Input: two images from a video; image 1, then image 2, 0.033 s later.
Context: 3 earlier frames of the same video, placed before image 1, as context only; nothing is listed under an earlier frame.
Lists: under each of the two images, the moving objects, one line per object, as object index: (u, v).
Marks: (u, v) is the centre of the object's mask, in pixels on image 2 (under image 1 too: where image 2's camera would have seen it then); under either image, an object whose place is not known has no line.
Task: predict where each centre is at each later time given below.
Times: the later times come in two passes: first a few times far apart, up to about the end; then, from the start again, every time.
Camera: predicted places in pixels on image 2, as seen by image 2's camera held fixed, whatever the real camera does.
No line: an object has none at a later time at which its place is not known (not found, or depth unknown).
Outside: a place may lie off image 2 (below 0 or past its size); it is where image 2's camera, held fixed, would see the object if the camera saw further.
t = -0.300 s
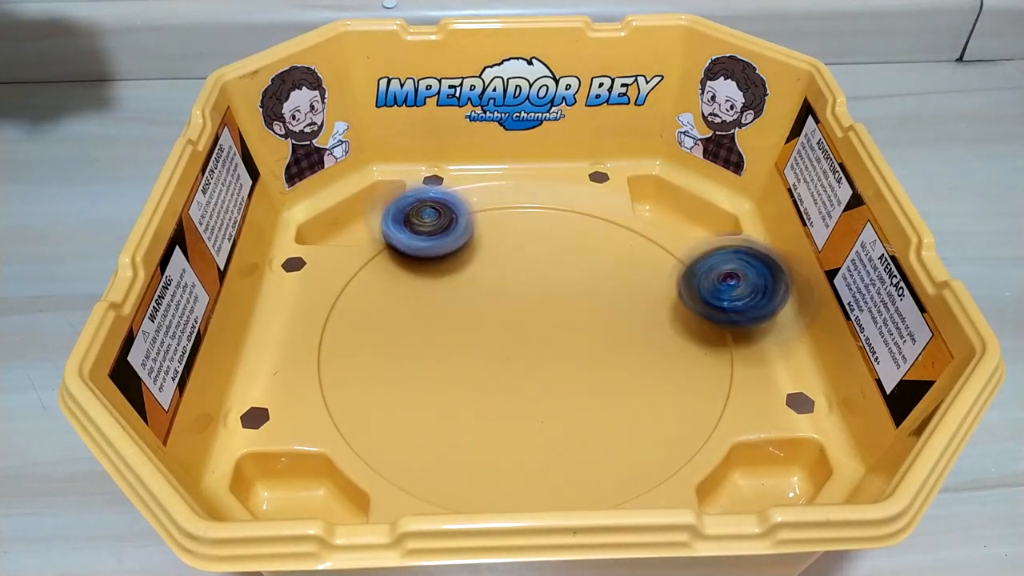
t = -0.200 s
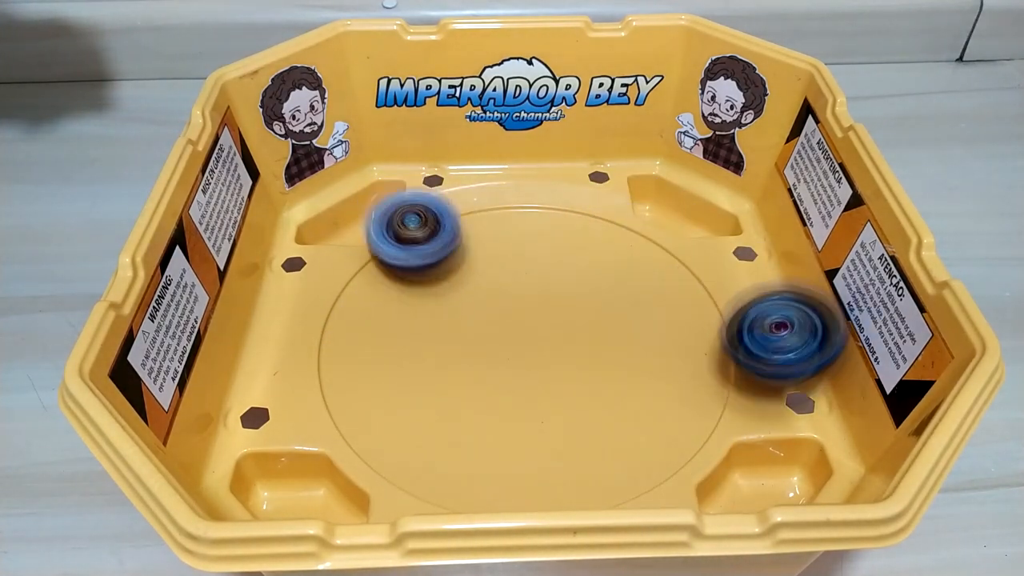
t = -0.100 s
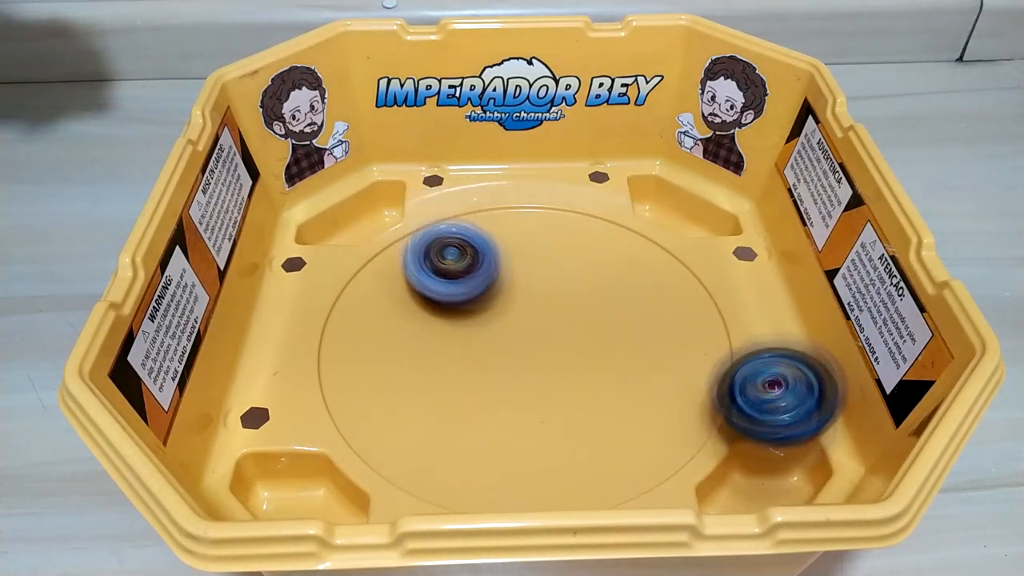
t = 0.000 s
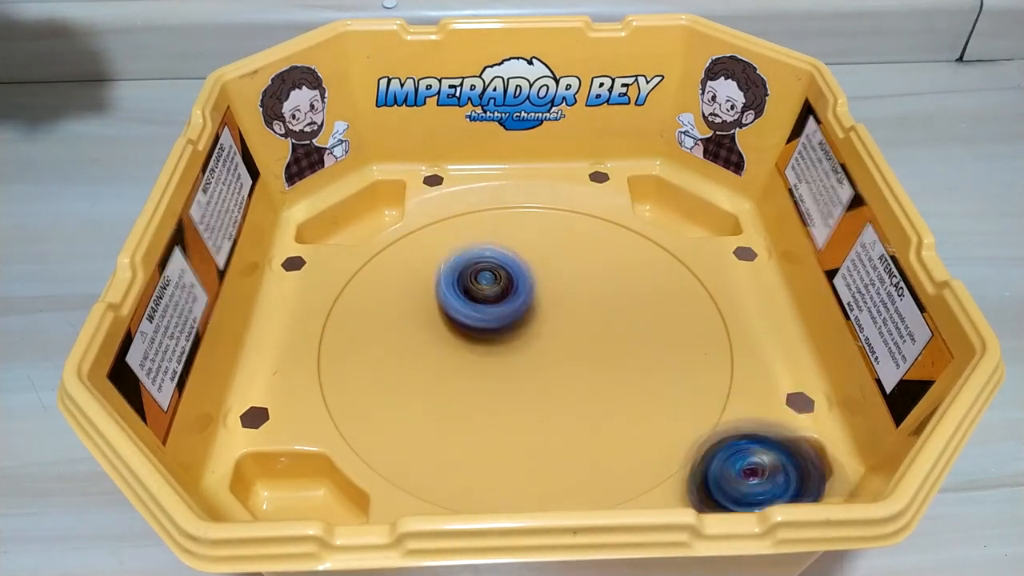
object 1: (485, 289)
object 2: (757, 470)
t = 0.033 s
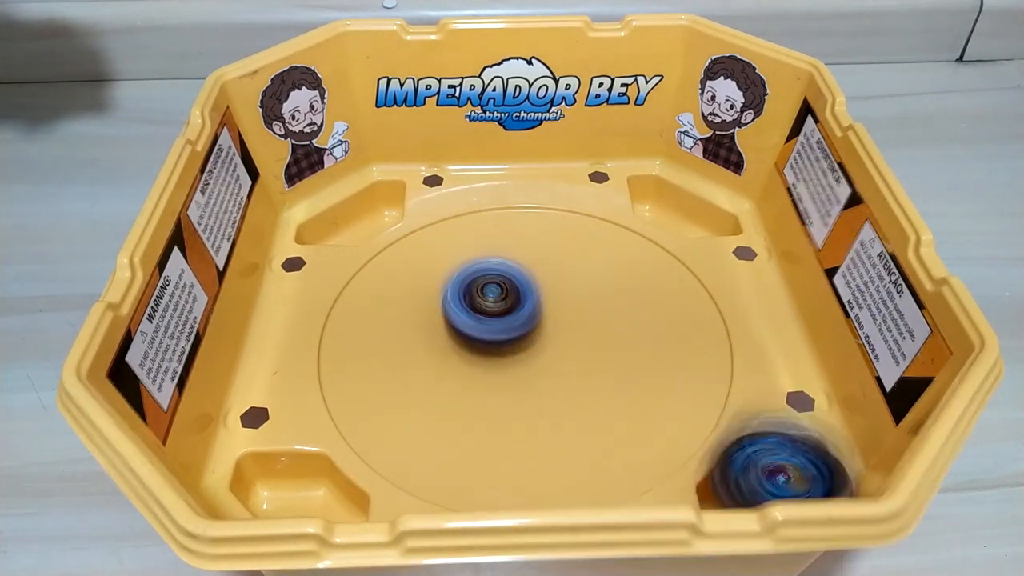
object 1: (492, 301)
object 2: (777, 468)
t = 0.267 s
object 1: (442, 373)
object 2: (698, 403)
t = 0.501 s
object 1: (385, 294)
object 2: (540, 330)
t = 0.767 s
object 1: (465, 167)
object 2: (650, 371)
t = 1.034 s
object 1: (574, 279)
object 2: (635, 358)
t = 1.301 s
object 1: (405, 289)
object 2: (621, 414)
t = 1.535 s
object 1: (431, 225)
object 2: (496, 353)
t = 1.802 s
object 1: (594, 347)
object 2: (420, 315)
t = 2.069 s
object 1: (427, 451)
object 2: (410, 279)
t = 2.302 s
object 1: (395, 325)
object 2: (473, 227)
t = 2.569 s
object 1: (447, 419)
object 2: (593, 240)
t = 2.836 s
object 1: (466, 403)
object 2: (624, 387)
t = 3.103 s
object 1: (532, 344)
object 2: (681, 374)
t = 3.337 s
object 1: (479, 319)
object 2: (638, 214)
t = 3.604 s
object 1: (514, 300)
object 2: (336, 173)
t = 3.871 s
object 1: (572, 407)
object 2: (463, 373)
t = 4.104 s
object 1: (567, 438)
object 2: (594, 333)
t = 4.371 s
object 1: (549, 392)
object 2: (487, 232)
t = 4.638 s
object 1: (605, 402)
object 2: (421, 271)
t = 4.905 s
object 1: (614, 327)
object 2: (525, 347)
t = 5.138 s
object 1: (611, 279)
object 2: (499, 335)
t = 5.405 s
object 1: (549, 262)
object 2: (489, 344)
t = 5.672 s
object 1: (490, 242)
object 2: (500, 362)
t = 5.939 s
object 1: (471, 271)
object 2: (497, 343)
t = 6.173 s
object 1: (452, 301)
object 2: (537, 357)
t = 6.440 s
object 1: (436, 335)
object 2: (545, 366)
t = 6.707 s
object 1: (455, 358)
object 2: (557, 329)
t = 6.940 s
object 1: (480, 374)
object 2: (549, 309)
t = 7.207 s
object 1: (474, 366)
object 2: (549, 315)
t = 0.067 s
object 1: (494, 315)
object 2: (790, 449)
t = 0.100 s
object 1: (496, 329)
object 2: (783, 422)
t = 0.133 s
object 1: (492, 341)
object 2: (772, 413)
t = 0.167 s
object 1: (483, 353)
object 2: (758, 407)
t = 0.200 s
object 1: (472, 364)
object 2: (737, 404)
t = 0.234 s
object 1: (459, 370)
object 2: (718, 405)
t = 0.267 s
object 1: (442, 373)
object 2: (698, 403)
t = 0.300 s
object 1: (425, 373)
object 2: (672, 398)
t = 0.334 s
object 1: (407, 368)
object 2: (644, 388)
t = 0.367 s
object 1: (391, 359)
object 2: (622, 374)
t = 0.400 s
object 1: (379, 347)
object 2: (599, 362)
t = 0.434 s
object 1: (373, 330)
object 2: (578, 350)
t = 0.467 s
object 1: (375, 312)
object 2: (558, 339)
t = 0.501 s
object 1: (385, 294)
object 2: (540, 330)
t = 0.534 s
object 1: (402, 277)
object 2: (524, 321)
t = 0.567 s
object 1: (423, 265)
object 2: (512, 315)
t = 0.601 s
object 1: (420, 238)
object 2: (535, 326)
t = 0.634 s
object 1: (417, 207)
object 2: (566, 343)
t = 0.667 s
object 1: (430, 189)
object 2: (593, 354)
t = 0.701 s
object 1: (445, 183)
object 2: (617, 363)
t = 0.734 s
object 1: (455, 173)
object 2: (636, 367)
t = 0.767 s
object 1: (465, 167)
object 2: (650, 371)
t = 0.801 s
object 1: (478, 159)
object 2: (658, 371)
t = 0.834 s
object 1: (491, 166)
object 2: (660, 370)
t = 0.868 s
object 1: (505, 177)
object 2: (658, 368)
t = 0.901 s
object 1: (522, 196)
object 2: (653, 364)
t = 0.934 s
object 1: (541, 217)
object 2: (645, 358)
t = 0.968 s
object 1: (563, 243)
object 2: (638, 350)
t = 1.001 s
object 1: (577, 267)
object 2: (630, 345)
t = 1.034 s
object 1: (574, 279)
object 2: (635, 358)
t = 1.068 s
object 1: (561, 282)
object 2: (655, 382)
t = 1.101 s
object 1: (543, 289)
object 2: (668, 399)
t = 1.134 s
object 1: (522, 296)
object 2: (678, 414)
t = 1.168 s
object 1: (496, 301)
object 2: (679, 420)
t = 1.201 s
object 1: (470, 303)
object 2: (674, 425)
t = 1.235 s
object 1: (446, 302)
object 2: (660, 425)
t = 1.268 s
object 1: (423, 297)
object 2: (642, 421)
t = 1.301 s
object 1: (405, 289)
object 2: (621, 414)
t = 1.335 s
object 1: (391, 280)
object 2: (602, 407)
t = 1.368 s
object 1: (380, 269)
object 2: (581, 398)
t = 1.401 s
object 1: (377, 257)
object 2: (564, 387)
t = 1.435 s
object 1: (379, 245)
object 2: (543, 381)
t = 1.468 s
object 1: (390, 236)
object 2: (526, 370)
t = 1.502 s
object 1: (407, 227)
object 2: (510, 361)
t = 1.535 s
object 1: (431, 225)
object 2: (496, 353)
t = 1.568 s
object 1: (457, 226)
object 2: (485, 345)
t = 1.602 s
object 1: (484, 236)
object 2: (472, 338)
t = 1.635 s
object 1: (507, 248)
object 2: (464, 331)
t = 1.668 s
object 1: (530, 265)
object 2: (455, 327)
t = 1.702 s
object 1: (552, 282)
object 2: (445, 325)
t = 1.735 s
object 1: (572, 304)
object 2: (437, 322)
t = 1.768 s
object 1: (584, 325)
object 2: (429, 320)
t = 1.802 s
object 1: (594, 347)
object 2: (420, 315)
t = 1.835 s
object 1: (593, 371)
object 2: (415, 312)
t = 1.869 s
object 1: (588, 396)
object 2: (411, 306)
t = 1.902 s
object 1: (573, 420)
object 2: (407, 302)
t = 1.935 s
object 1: (553, 441)
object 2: (404, 298)
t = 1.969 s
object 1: (526, 457)
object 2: (404, 293)
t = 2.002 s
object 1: (490, 466)
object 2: (405, 288)
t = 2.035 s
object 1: (455, 466)
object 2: (407, 284)
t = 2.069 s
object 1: (427, 451)
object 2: (410, 279)
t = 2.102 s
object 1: (402, 430)
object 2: (414, 275)
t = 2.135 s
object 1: (381, 408)
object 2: (419, 271)
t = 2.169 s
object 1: (367, 382)
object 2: (425, 267)
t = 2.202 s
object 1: (366, 358)
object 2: (431, 264)
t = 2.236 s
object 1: (373, 337)
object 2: (440, 260)
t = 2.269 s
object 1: (389, 321)
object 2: (454, 250)
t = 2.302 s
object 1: (395, 325)
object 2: (473, 227)
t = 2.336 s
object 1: (402, 333)
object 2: (494, 209)
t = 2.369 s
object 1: (411, 345)
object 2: (515, 196)
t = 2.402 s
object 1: (421, 356)
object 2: (531, 187)
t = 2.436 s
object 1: (431, 370)
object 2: (547, 186)
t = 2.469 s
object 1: (439, 382)
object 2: (562, 196)
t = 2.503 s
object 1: (444, 396)
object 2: (575, 211)
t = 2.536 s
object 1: (446, 408)
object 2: (586, 225)
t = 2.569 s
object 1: (447, 419)
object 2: (593, 240)
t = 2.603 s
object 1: (445, 427)
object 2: (599, 259)
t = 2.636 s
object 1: (444, 431)
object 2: (605, 280)
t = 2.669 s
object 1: (441, 431)
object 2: (608, 299)
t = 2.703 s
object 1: (440, 430)
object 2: (611, 319)
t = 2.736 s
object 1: (442, 425)
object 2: (614, 337)
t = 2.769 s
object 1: (446, 417)
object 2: (618, 356)
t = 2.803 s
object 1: (455, 410)
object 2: (622, 373)
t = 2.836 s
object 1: (466, 403)
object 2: (624, 387)
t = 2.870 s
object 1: (482, 395)
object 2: (624, 399)
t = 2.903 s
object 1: (499, 388)
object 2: (623, 407)
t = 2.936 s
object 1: (514, 381)
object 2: (631, 412)
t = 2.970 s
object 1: (514, 372)
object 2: (654, 402)
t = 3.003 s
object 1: (515, 364)
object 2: (671, 401)
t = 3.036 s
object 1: (519, 357)
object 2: (688, 397)
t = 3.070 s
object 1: (525, 351)
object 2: (687, 385)
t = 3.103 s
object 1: (532, 344)
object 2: (681, 374)
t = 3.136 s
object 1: (540, 340)
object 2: (671, 357)
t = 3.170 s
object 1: (546, 336)
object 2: (659, 332)
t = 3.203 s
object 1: (539, 335)
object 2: (661, 306)
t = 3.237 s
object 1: (521, 335)
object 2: (666, 277)
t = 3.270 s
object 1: (506, 331)
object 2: (662, 249)
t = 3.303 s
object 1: (491, 325)
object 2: (655, 228)
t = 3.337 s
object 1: (479, 319)
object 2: (638, 214)
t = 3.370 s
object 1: (469, 310)
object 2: (598, 198)
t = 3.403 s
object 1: (461, 299)
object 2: (566, 195)
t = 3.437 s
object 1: (460, 289)
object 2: (541, 196)
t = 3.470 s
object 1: (463, 281)
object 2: (505, 197)
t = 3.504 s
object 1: (468, 276)
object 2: (471, 198)
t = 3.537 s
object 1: (483, 278)
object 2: (418, 183)
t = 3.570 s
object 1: (496, 286)
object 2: (390, 172)
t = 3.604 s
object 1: (514, 300)
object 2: (336, 173)
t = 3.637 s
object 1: (528, 309)
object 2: (310, 201)
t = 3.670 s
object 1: (543, 322)
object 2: (310, 216)
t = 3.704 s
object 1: (556, 336)
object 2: (325, 231)
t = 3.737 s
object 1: (564, 348)
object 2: (342, 260)
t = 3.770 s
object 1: (572, 365)
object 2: (368, 307)
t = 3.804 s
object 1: (574, 379)
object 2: (399, 335)
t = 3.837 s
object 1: (576, 393)
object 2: (439, 360)
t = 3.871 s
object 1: (572, 407)
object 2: (463, 373)
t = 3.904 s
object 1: (578, 419)
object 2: (503, 381)
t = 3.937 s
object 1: (591, 438)
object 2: (527, 376)
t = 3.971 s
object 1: (602, 453)
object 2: (545, 376)
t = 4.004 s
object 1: (606, 460)
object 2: (565, 371)
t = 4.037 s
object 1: (596, 462)
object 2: (579, 362)
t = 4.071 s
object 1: (582, 453)
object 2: (589, 350)
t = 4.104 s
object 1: (567, 438)
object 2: (594, 333)
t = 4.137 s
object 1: (551, 424)
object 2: (590, 320)
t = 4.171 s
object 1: (540, 410)
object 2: (582, 310)
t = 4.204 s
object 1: (532, 394)
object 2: (573, 303)
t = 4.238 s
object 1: (526, 380)
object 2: (560, 297)
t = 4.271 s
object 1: (524, 366)
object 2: (548, 293)
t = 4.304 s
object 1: (528, 365)
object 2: (530, 274)
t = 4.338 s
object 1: (539, 380)
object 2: (508, 249)
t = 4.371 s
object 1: (549, 392)
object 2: (487, 232)
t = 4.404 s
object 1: (557, 401)
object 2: (470, 214)
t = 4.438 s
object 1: (565, 409)
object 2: (454, 203)
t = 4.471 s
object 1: (574, 413)
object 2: (445, 200)
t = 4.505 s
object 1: (581, 413)
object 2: (436, 204)
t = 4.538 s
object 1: (588, 412)
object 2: (428, 218)
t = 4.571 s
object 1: (595, 409)
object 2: (424, 235)
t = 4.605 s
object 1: (601, 405)
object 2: (421, 254)
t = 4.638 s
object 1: (605, 402)
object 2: (421, 271)
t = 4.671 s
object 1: (608, 396)
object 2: (423, 289)
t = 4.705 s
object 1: (609, 390)
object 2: (433, 306)
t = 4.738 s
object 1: (610, 382)
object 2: (449, 324)
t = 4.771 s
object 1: (611, 366)
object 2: (473, 340)
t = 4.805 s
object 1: (612, 356)
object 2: (492, 350)
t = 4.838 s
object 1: (612, 353)
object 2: (496, 349)
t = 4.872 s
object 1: (614, 338)
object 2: (511, 349)
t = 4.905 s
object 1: (614, 327)
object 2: (525, 347)
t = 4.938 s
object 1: (615, 326)
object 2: (525, 347)
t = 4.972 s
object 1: (613, 313)
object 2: (524, 342)
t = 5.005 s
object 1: (614, 302)
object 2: (518, 335)
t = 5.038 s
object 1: (613, 299)
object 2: (516, 335)
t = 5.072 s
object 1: (612, 289)
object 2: (510, 334)
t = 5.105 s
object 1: (611, 280)
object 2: (500, 334)
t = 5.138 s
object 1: (611, 279)
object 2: (499, 335)
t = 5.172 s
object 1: (603, 271)
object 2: (493, 337)
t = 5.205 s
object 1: (594, 264)
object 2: (490, 340)
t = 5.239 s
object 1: (591, 261)
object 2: (489, 340)
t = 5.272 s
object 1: (587, 259)
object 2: (490, 342)
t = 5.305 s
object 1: (577, 258)
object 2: (489, 342)
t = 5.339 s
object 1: (572, 258)
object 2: (489, 343)
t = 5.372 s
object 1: (563, 260)
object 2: (489, 343)
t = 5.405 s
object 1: (549, 262)
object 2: (489, 344)
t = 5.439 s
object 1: (538, 263)
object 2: (488, 344)
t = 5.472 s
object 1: (527, 263)
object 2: (488, 345)
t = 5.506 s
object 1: (518, 261)
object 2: (486, 352)
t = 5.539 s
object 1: (512, 256)
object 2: (488, 364)
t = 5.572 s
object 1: (506, 253)
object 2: (491, 369)
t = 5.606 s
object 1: (499, 248)
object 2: (495, 370)
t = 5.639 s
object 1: (493, 243)
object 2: (499, 368)
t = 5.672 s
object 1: (490, 242)
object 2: (500, 362)
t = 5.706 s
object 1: (487, 241)
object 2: (496, 353)
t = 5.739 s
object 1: (484, 241)
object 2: (494, 345)
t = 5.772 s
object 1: (481, 243)
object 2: (492, 343)
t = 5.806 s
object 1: (480, 249)
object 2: (492, 339)
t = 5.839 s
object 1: (480, 255)
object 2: (491, 336)
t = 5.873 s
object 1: (478, 261)
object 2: (490, 335)
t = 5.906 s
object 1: (474, 267)
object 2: (492, 337)
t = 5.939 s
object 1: (471, 271)
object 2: (497, 343)
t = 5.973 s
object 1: (469, 272)
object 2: (502, 346)
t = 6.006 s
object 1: (467, 276)
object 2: (506, 349)
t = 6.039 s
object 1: (462, 280)
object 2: (512, 356)
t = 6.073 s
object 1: (460, 284)
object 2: (518, 360)
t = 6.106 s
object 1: (456, 292)
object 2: (524, 359)
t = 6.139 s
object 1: (455, 296)
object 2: (531, 358)
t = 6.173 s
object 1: (452, 301)
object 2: (537, 357)
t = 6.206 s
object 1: (445, 309)
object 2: (541, 356)
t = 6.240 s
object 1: (437, 314)
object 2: (555, 360)
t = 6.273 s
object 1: (428, 320)
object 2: (567, 364)
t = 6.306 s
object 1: (426, 324)
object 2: (572, 370)
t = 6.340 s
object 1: (425, 328)
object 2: (569, 373)
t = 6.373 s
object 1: (430, 331)
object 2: (562, 373)
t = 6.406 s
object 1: (431, 331)
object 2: (552, 369)
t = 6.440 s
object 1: (436, 335)
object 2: (545, 366)
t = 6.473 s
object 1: (432, 337)
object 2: (545, 357)
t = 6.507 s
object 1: (429, 346)
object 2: (555, 351)
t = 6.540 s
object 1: (430, 347)
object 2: (561, 347)
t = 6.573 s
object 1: (432, 351)
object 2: (567, 343)
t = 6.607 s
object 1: (440, 352)
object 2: (570, 341)
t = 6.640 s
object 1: (447, 354)
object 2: (567, 340)
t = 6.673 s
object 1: (453, 356)
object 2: (560, 337)
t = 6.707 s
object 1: (455, 358)
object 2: (557, 329)
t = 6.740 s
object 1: (458, 360)
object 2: (558, 322)
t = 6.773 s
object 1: (463, 363)
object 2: (556, 319)
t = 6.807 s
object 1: (471, 366)
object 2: (553, 318)
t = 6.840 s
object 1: (476, 370)
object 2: (552, 314)
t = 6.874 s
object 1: (479, 372)
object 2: (550, 311)
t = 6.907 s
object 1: (480, 373)
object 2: (548, 310)
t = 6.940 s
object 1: (480, 374)
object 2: (549, 309)
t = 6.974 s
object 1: (479, 372)
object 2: (549, 308)
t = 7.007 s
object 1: (478, 371)
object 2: (548, 309)
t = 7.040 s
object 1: (476, 369)
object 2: (548, 311)
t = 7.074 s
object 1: (473, 367)
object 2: (547, 313)
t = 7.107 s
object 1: (470, 365)
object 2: (548, 314)
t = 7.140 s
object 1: (470, 365)
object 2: (548, 315)
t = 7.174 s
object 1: (472, 365)
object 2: (548, 315)
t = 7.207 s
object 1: (474, 366)
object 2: (549, 315)
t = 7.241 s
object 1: (474, 367)
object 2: (549, 315)
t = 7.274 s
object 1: (474, 366)
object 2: (548, 314)
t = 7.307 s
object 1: (473, 366)
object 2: (548, 314)
